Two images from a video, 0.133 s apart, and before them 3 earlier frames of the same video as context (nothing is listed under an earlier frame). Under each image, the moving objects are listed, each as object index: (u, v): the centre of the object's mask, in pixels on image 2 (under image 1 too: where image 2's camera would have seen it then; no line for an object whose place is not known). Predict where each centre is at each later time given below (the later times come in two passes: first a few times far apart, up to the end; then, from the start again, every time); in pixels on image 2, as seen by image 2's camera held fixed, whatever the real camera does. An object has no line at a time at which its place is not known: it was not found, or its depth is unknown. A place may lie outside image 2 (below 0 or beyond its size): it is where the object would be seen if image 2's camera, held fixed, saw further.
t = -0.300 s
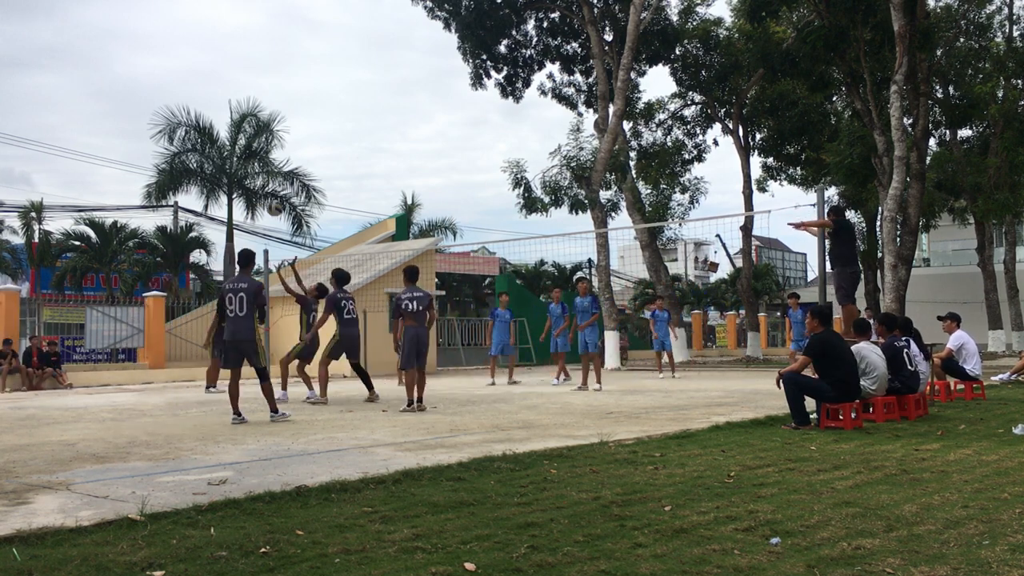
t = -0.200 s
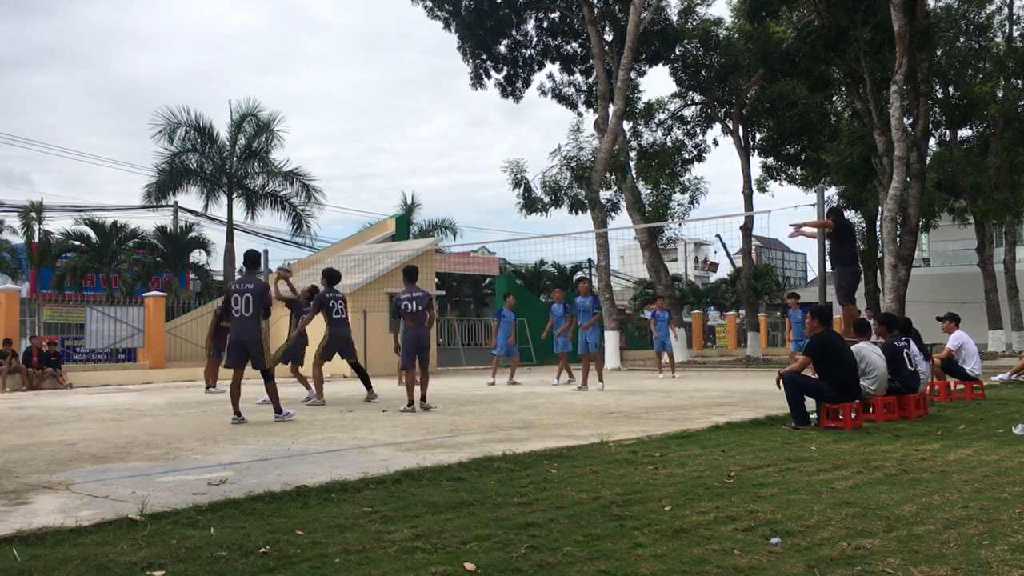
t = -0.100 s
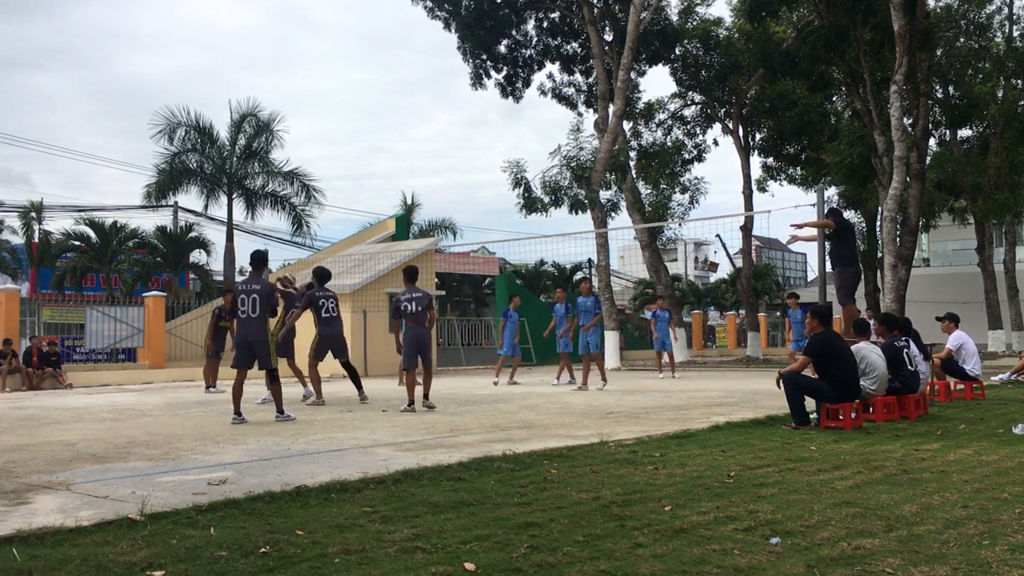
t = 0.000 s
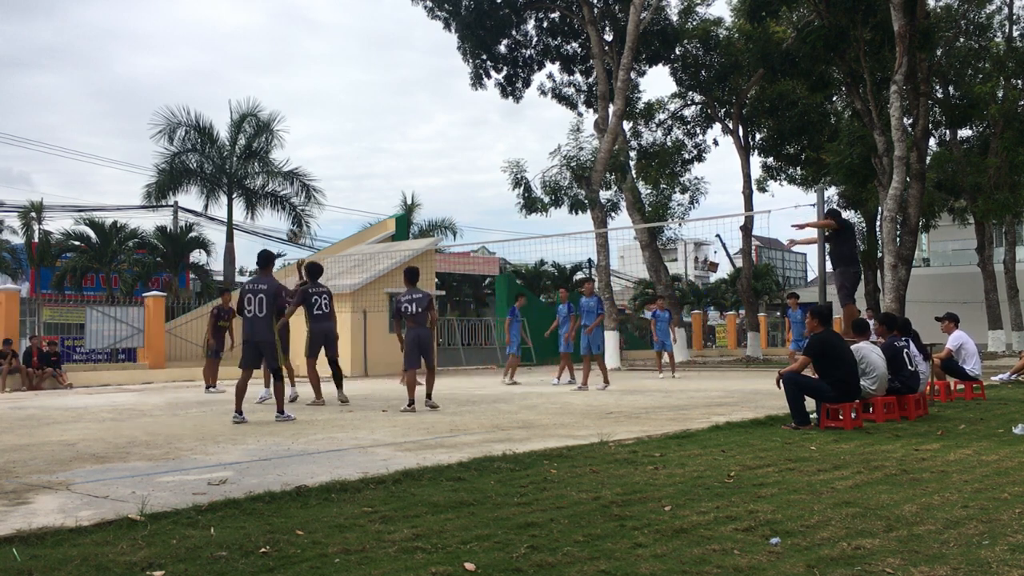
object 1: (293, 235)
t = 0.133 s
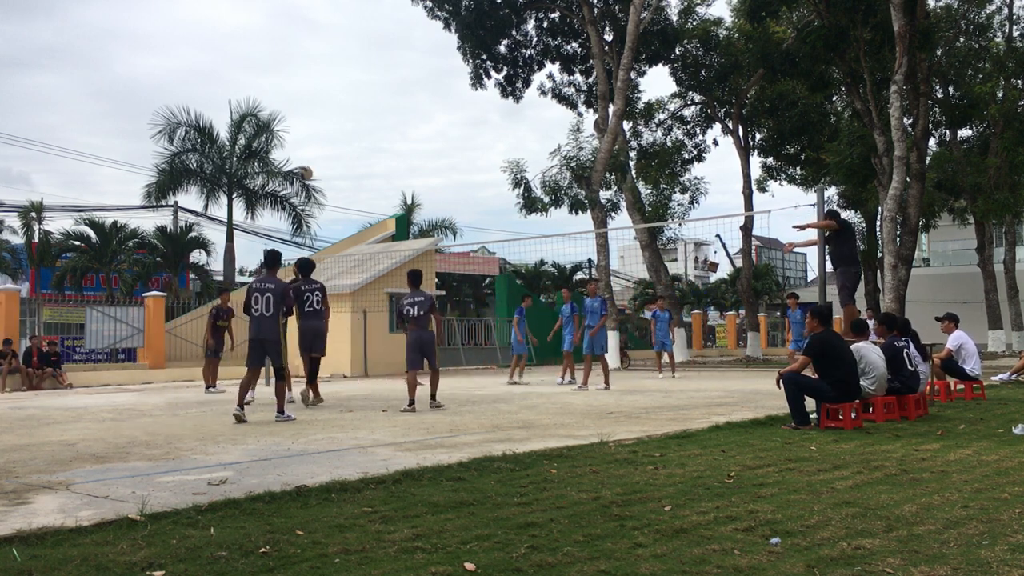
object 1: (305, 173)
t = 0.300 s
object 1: (316, 117)
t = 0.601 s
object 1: (336, 70)
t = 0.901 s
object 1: (355, 86)
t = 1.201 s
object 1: (373, 159)
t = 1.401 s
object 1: (382, 237)
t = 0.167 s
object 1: (307, 160)
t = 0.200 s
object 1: (309, 148)
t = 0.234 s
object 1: (312, 136)
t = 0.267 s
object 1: (314, 126)
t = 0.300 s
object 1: (316, 117)
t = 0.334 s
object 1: (318, 108)
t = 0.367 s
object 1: (321, 100)
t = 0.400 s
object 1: (323, 93)
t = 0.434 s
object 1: (325, 87)
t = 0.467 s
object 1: (328, 82)
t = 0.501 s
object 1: (330, 78)
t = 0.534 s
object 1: (332, 74)
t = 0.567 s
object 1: (334, 71)
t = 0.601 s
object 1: (336, 70)
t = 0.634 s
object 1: (339, 69)
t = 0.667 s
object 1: (341, 68)
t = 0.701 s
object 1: (343, 68)
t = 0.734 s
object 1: (345, 70)
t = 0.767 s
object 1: (347, 72)
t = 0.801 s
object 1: (349, 74)
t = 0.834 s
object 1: (351, 77)
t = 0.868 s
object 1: (353, 81)
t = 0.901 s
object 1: (355, 86)
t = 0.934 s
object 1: (357, 91)
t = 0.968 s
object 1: (360, 98)
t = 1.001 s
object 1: (361, 104)
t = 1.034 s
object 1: (363, 112)
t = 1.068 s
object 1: (365, 120)
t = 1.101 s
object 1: (367, 129)
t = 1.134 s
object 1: (369, 138)
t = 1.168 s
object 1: (371, 148)
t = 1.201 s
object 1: (373, 159)
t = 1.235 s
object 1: (374, 170)
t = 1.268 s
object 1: (376, 182)
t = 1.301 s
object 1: (378, 195)
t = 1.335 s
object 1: (380, 208)
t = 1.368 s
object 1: (381, 223)
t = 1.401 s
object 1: (382, 237)
